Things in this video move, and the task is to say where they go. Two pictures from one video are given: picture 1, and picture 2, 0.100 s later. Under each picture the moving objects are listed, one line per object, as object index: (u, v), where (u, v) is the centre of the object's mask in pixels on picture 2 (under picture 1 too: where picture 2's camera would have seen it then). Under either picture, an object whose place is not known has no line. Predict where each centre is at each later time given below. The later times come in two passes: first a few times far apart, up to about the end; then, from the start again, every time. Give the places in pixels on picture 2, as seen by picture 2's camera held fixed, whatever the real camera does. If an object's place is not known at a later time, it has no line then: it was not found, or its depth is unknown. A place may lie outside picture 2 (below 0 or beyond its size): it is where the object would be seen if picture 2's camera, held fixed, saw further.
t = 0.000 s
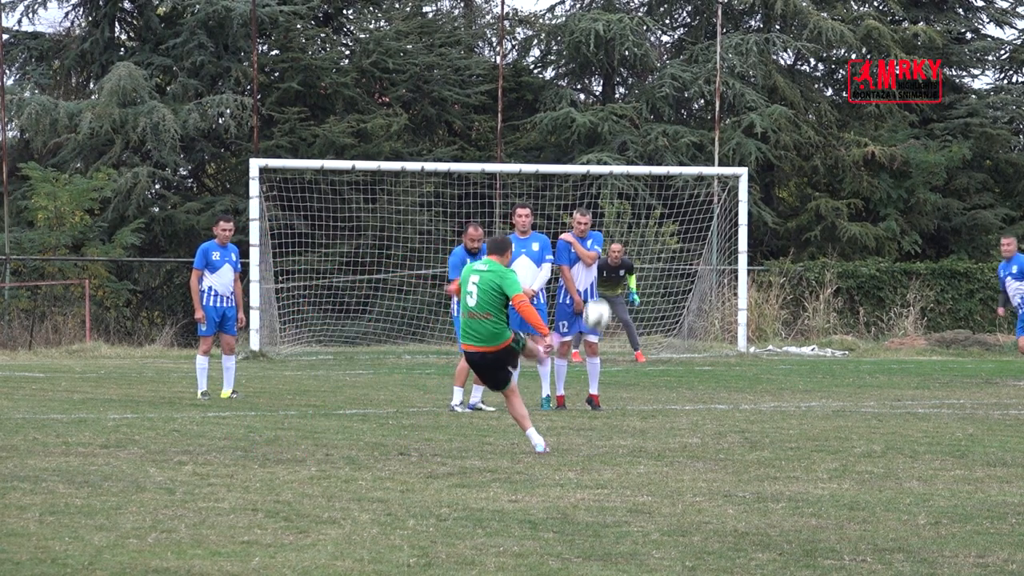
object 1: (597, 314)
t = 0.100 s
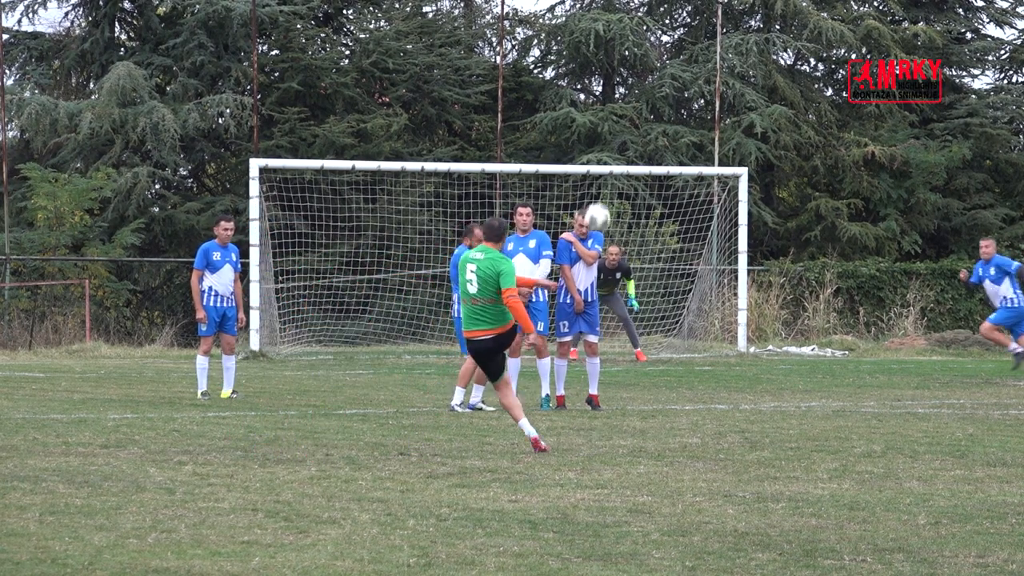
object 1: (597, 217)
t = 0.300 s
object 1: (566, 110)
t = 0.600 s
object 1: (481, 92)
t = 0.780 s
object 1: (423, 133)
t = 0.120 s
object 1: (595, 201)
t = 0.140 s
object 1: (593, 187)
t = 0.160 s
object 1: (591, 174)
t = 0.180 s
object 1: (588, 161)
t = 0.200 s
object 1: (585, 151)
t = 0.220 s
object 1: (582, 141)
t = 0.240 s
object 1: (579, 132)
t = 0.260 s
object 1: (575, 125)
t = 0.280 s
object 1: (571, 116)
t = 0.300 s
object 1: (566, 110)
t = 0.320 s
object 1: (562, 104)
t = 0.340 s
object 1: (557, 99)
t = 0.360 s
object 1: (552, 95)
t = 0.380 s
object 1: (547, 92)
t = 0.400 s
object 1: (541, 89)
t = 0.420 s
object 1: (536, 87)
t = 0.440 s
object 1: (530, 85)
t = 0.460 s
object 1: (524, 85)
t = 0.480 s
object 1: (518, 84)
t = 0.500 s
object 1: (512, 85)
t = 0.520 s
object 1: (506, 85)
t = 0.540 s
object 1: (500, 87)
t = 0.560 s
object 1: (493, 88)
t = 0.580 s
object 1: (488, 89)
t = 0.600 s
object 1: (481, 92)
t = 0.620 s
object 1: (475, 95)
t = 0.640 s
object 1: (468, 98)
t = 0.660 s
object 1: (462, 101)
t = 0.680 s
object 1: (455, 106)
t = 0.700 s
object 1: (448, 110)
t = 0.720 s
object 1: (442, 116)
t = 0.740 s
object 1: (435, 121)
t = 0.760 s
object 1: (429, 126)
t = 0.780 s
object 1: (423, 133)
